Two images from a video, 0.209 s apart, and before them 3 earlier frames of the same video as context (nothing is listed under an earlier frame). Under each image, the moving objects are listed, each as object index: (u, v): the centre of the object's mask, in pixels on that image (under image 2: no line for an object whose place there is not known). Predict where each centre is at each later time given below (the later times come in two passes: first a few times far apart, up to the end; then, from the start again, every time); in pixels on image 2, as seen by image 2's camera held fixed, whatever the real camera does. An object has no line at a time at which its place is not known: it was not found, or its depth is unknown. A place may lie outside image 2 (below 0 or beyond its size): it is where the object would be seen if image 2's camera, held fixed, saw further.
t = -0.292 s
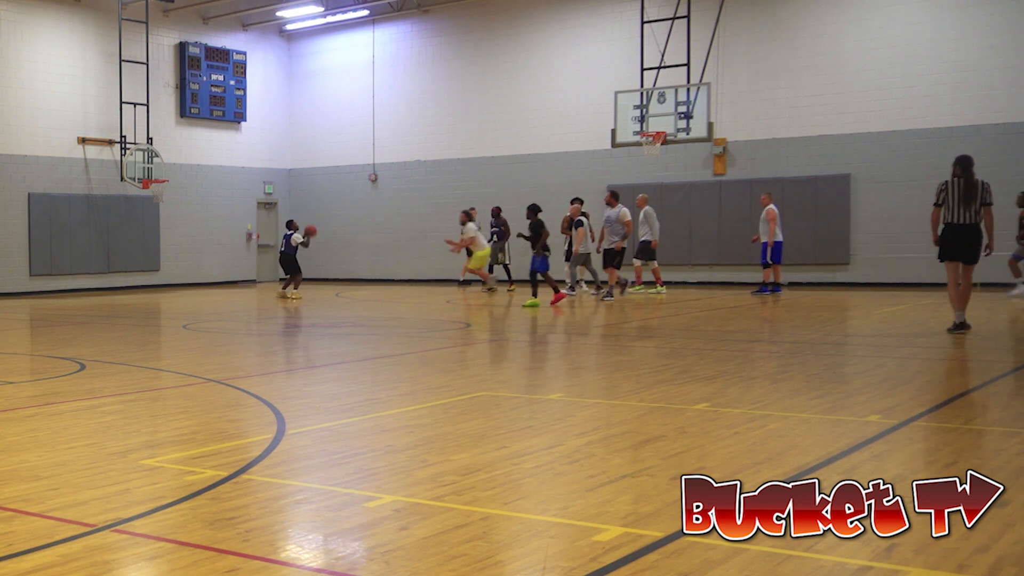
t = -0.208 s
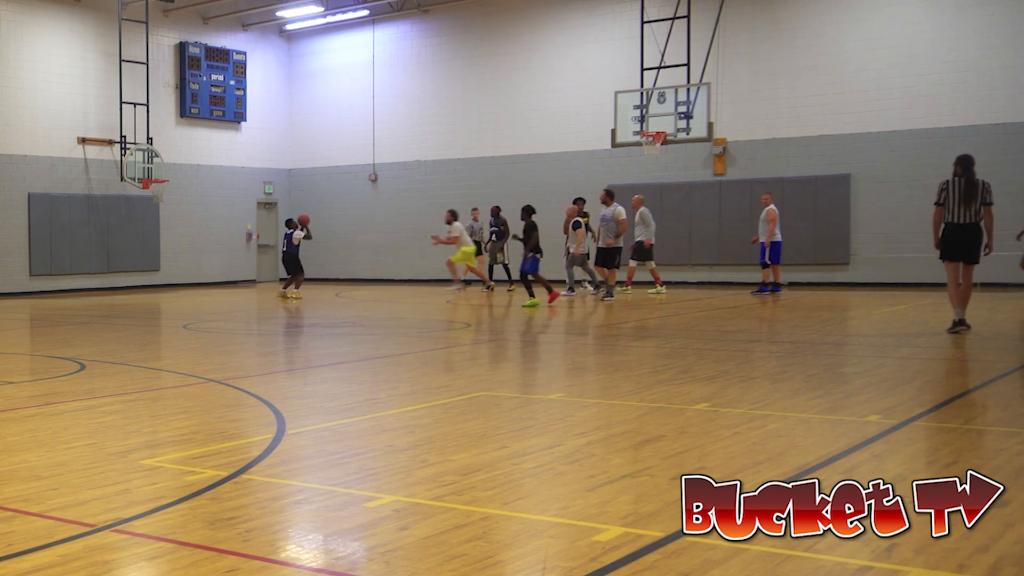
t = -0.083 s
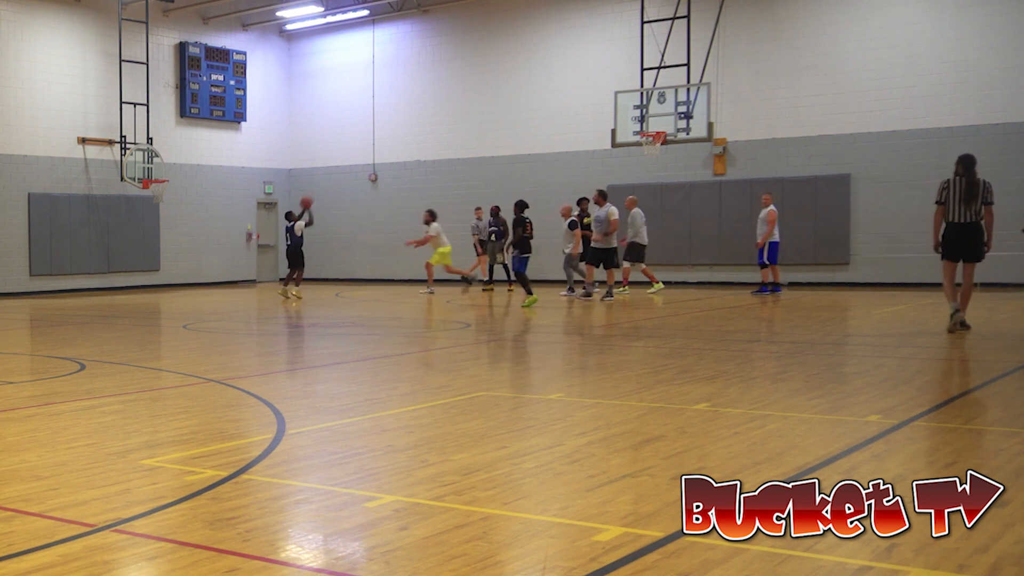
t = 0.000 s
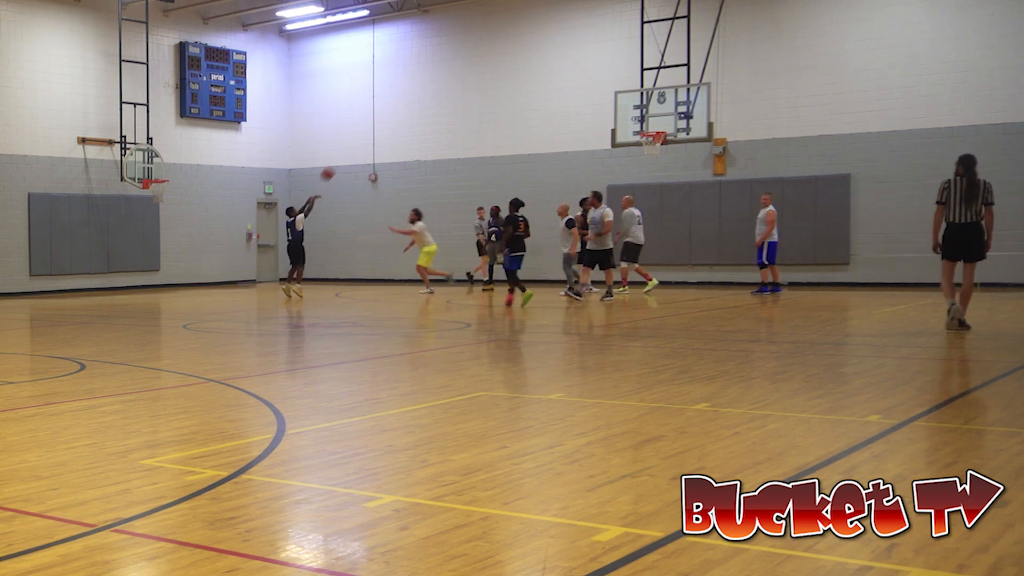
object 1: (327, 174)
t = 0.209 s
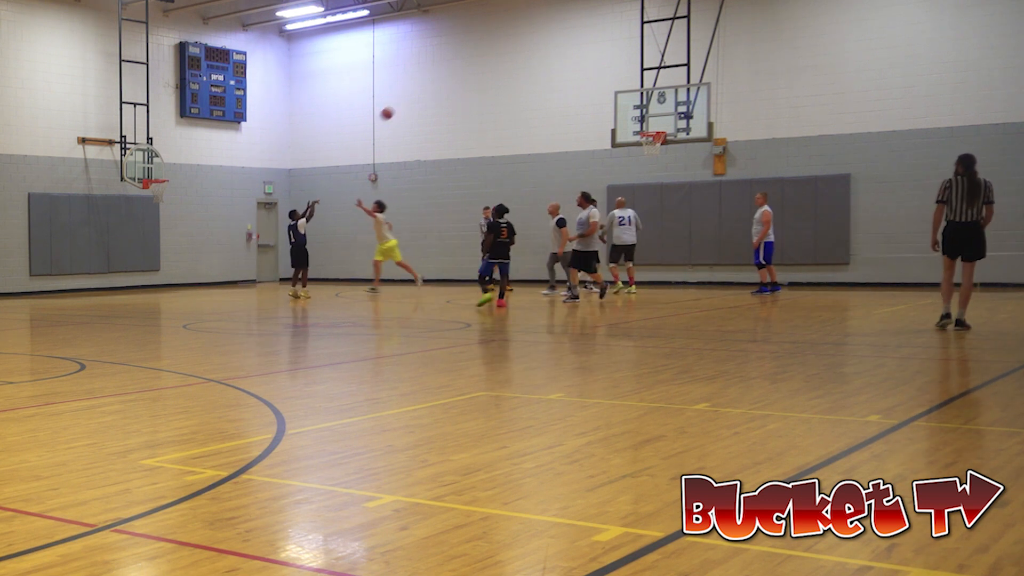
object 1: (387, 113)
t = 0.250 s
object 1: (398, 104)
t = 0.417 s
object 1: (445, 76)
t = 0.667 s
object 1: (514, 61)
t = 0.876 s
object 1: (569, 73)
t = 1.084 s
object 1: (624, 106)
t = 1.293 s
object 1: (661, 148)
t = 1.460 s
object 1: (663, 169)
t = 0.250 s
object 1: (398, 104)
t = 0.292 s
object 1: (410, 96)
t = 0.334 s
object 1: (422, 89)
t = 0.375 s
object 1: (433, 82)
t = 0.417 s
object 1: (445, 76)
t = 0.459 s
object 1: (457, 71)
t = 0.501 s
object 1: (468, 68)
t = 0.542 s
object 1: (480, 65)
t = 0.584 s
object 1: (491, 63)
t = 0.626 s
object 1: (502, 62)
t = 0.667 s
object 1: (514, 61)
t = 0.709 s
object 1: (525, 62)
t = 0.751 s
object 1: (536, 63)
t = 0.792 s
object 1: (547, 65)
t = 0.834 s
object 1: (558, 69)
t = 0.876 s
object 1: (569, 73)
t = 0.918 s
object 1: (580, 78)
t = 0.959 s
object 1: (591, 84)
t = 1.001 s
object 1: (602, 90)
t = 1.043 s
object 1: (612, 98)
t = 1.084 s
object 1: (624, 106)
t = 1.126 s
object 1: (634, 115)
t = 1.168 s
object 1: (645, 125)
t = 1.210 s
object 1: (656, 132)
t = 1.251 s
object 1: (658, 142)
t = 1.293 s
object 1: (661, 148)
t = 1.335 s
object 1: (661, 152)
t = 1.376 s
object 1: (662, 157)
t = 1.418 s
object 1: (662, 162)
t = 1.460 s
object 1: (663, 169)
